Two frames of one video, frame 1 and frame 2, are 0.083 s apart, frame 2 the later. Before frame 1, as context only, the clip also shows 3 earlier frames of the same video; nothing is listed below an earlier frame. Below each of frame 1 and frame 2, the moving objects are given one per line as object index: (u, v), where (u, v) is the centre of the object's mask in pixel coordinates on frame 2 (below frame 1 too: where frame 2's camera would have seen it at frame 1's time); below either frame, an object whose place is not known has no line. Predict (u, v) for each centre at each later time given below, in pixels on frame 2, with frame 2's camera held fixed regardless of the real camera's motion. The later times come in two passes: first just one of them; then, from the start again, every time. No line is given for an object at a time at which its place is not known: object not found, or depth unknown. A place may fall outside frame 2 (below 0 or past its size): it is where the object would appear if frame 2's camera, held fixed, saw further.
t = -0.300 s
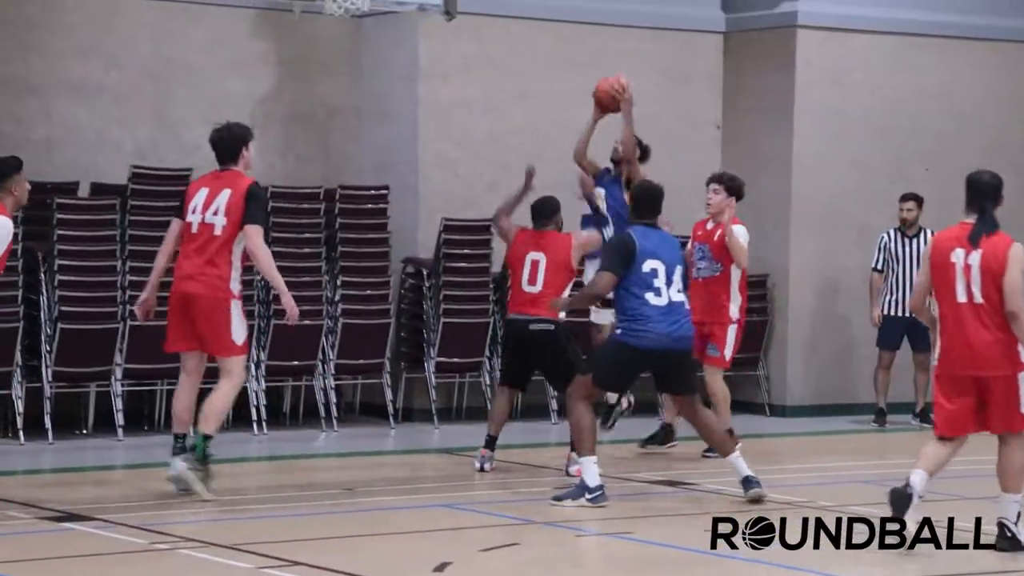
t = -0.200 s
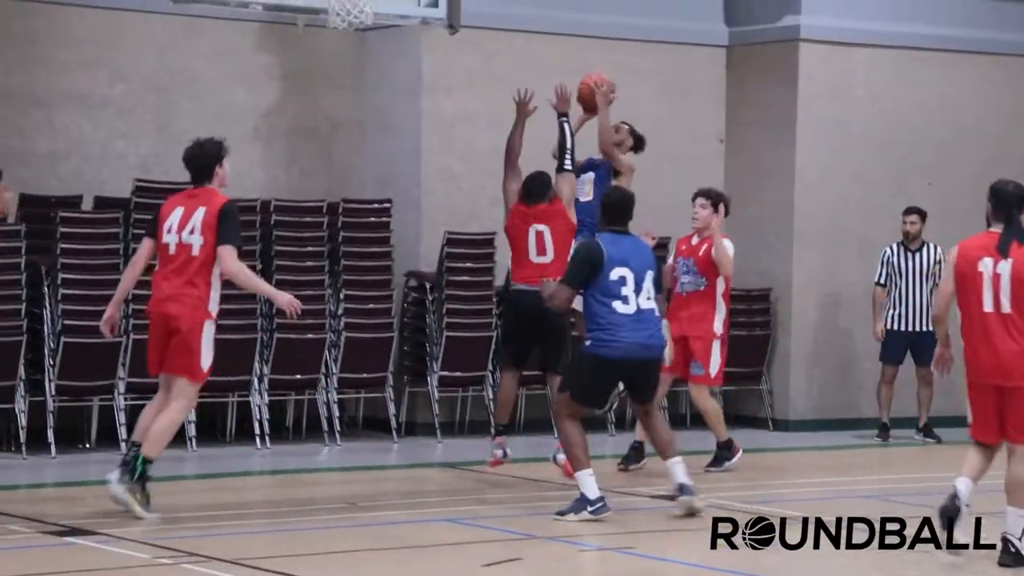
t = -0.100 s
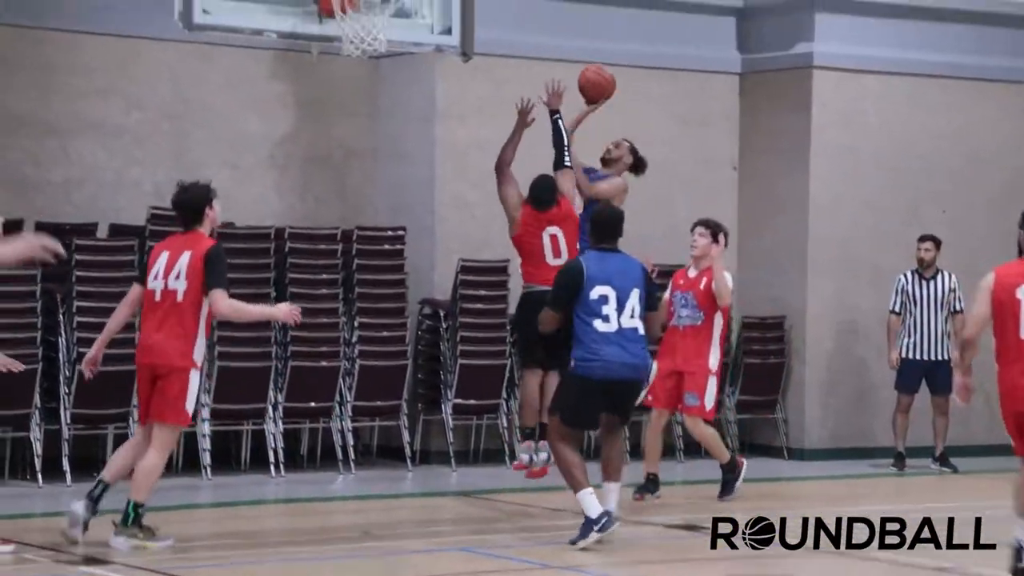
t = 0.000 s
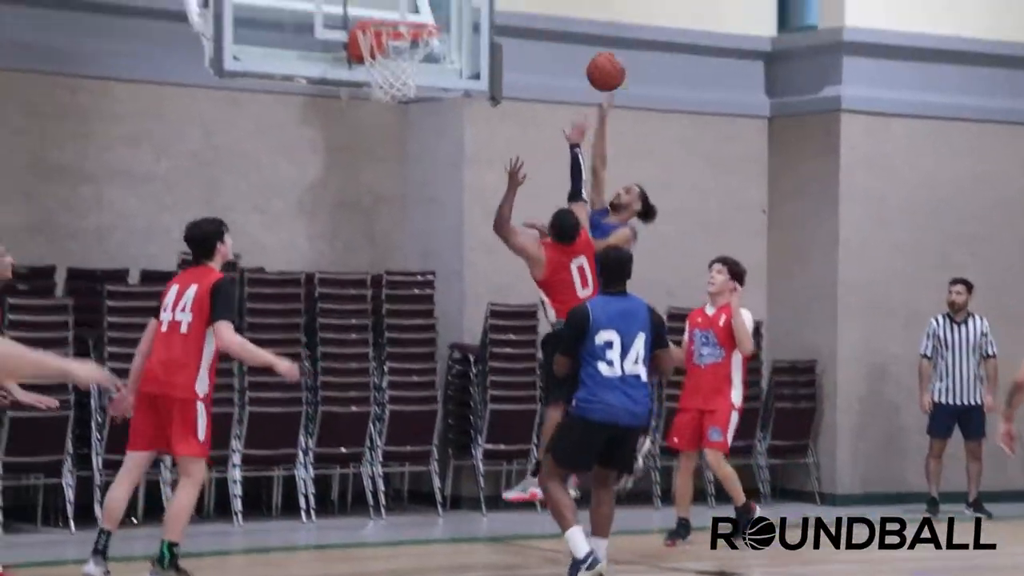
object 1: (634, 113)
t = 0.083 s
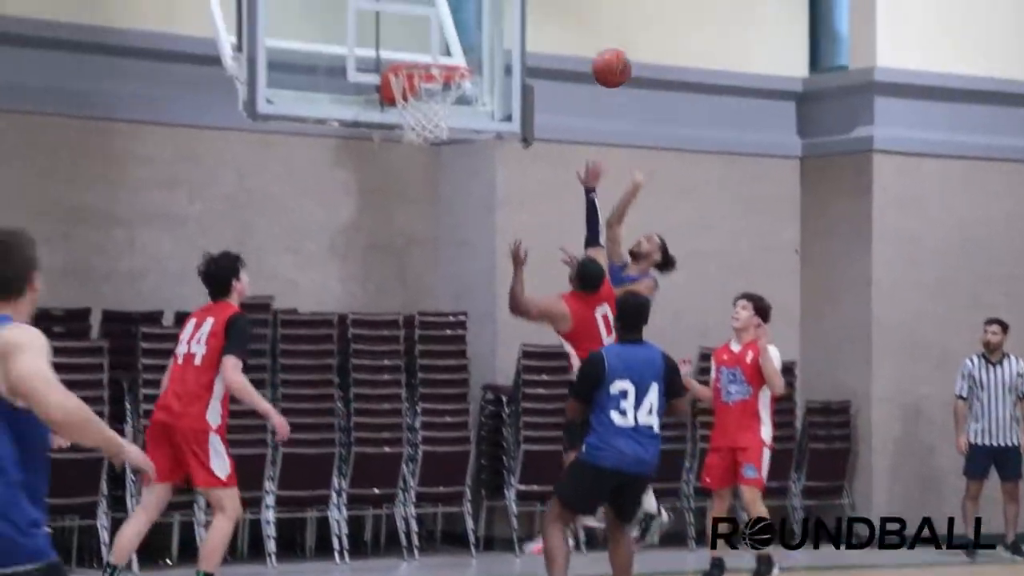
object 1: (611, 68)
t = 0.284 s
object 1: (550, 2)
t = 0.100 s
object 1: (607, 60)
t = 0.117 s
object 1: (602, 53)
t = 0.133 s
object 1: (597, 46)
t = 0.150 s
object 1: (592, 39)
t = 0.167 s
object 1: (587, 33)
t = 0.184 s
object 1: (582, 27)
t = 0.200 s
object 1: (577, 22)
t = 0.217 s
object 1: (571, 17)
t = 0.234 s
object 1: (566, 13)
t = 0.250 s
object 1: (561, 8)
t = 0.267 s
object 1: (555, 5)
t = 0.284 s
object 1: (550, 2)
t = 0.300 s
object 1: (545, 0)
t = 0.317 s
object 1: (539, -2)
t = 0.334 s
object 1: (533, -4)
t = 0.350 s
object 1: (528, -6)
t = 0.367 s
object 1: (522, -6)
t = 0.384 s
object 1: (516, -6)
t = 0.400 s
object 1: (511, -6)
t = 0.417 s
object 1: (505, -5)
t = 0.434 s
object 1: (500, -5)
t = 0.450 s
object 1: (493, -2)
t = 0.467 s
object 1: (487, 0)
